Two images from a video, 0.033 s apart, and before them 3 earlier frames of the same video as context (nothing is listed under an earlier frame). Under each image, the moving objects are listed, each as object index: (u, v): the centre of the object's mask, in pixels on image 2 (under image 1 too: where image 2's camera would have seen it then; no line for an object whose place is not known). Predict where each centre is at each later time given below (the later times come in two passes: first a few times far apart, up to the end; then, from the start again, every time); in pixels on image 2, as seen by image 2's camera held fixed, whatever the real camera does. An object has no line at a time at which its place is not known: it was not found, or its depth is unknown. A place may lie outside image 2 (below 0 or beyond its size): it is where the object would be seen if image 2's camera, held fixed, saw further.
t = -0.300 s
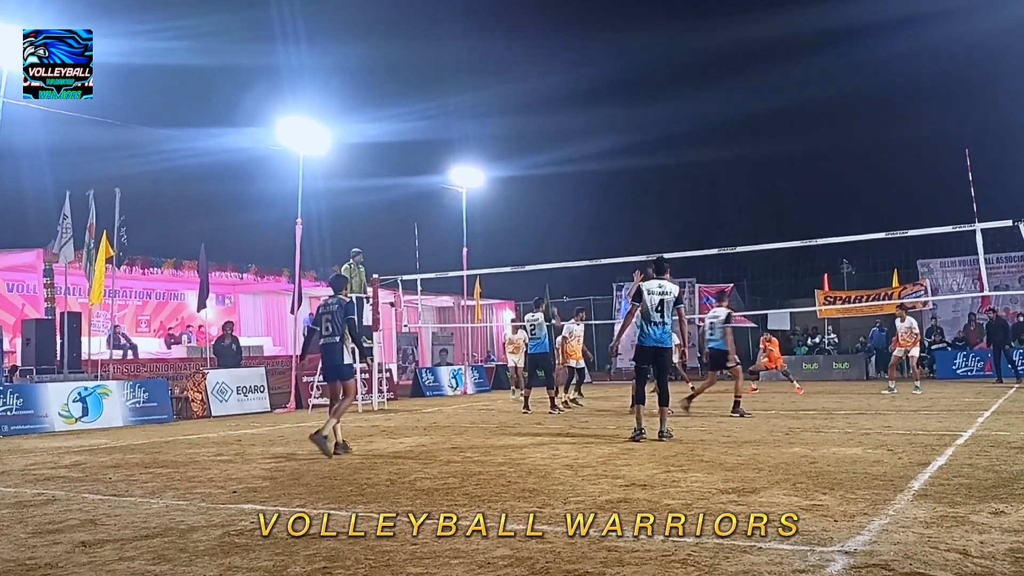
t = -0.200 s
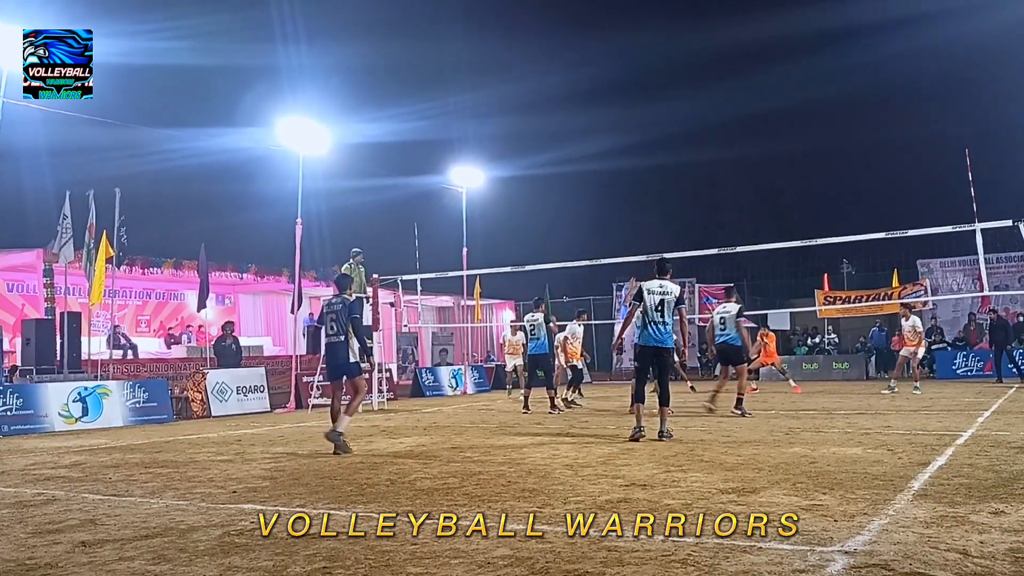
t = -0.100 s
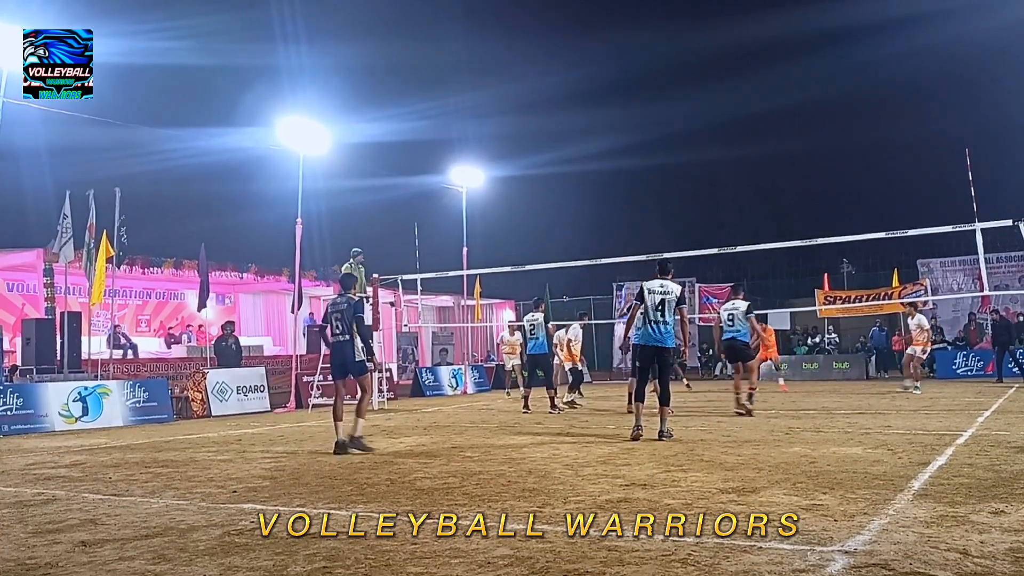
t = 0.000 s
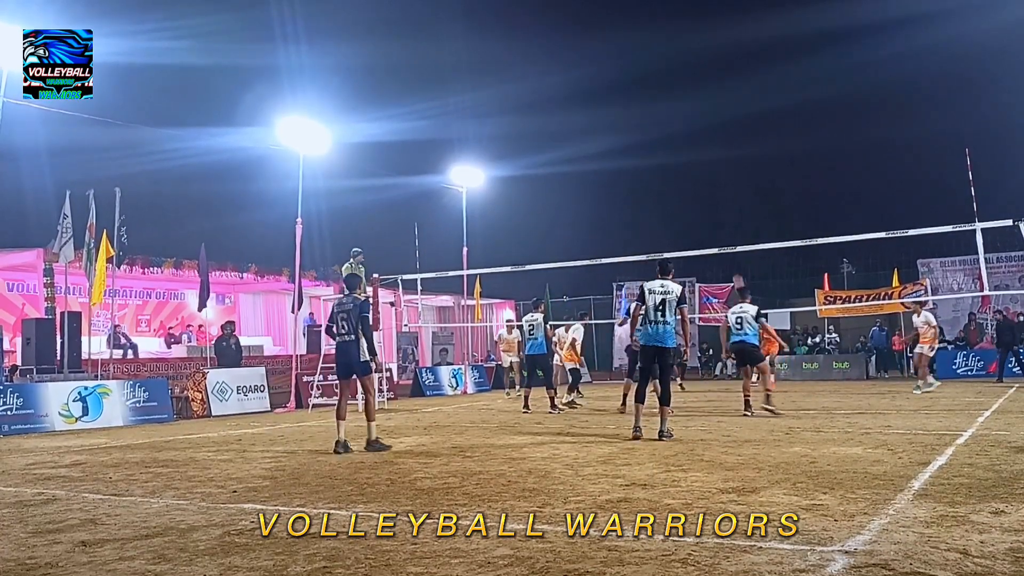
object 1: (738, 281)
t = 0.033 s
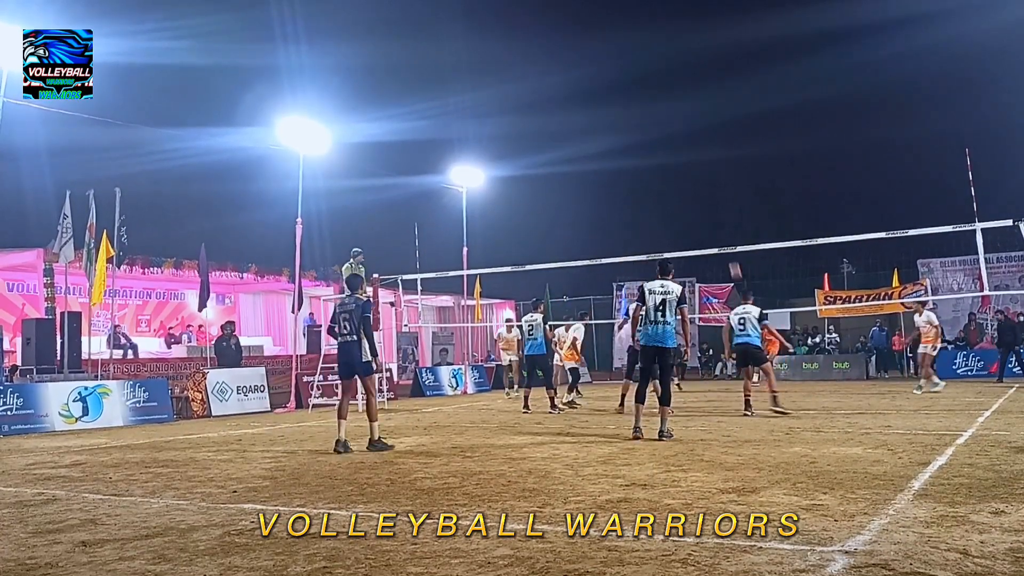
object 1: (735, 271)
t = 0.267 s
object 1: (712, 189)
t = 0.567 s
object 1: (687, 122)
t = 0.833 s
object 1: (667, 96)
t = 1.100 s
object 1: (647, 104)
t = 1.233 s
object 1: (638, 121)
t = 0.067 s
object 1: (732, 259)
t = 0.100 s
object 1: (727, 241)
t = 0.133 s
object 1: (725, 233)
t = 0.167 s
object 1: (721, 221)
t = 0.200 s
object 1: (718, 211)
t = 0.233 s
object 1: (715, 200)
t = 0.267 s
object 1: (712, 189)
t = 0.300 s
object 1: (709, 181)
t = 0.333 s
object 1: (706, 171)
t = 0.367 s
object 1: (703, 163)
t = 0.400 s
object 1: (700, 155)
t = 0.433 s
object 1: (698, 147)
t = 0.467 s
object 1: (695, 140)
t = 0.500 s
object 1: (692, 134)
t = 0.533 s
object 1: (690, 128)
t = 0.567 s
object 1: (687, 122)
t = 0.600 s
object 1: (684, 117)
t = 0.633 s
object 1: (682, 112)
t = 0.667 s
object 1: (679, 109)
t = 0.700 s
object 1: (677, 105)
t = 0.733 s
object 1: (674, 102)
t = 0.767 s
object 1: (672, 100)
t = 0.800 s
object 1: (669, 98)
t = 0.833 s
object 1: (667, 96)
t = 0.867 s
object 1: (665, 95)
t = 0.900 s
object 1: (662, 95)
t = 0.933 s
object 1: (660, 95)
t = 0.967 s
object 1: (657, 96)
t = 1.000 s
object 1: (655, 97)
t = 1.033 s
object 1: (652, 98)
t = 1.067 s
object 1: (650, 101)
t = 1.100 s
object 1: (647, 104)
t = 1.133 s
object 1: (645, 107)
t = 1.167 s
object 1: (642, 112)
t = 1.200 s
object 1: (640, 116)
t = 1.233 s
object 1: (638, 121)
